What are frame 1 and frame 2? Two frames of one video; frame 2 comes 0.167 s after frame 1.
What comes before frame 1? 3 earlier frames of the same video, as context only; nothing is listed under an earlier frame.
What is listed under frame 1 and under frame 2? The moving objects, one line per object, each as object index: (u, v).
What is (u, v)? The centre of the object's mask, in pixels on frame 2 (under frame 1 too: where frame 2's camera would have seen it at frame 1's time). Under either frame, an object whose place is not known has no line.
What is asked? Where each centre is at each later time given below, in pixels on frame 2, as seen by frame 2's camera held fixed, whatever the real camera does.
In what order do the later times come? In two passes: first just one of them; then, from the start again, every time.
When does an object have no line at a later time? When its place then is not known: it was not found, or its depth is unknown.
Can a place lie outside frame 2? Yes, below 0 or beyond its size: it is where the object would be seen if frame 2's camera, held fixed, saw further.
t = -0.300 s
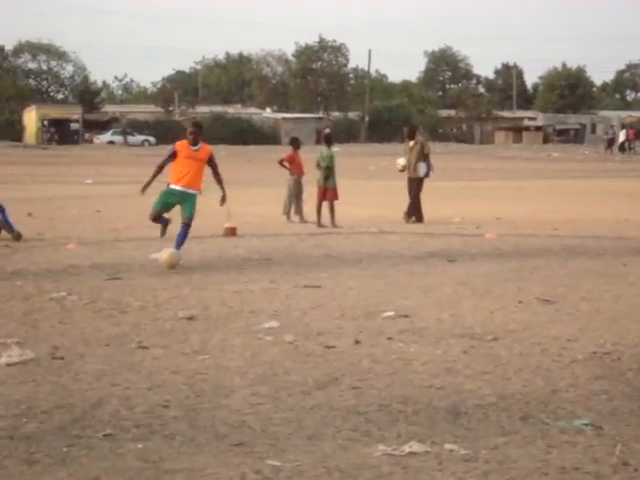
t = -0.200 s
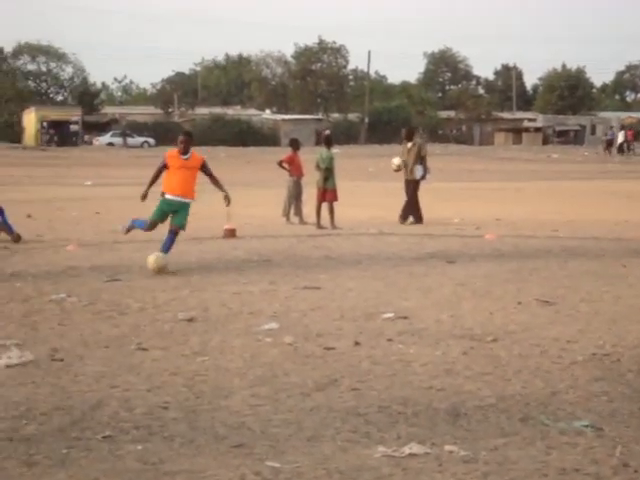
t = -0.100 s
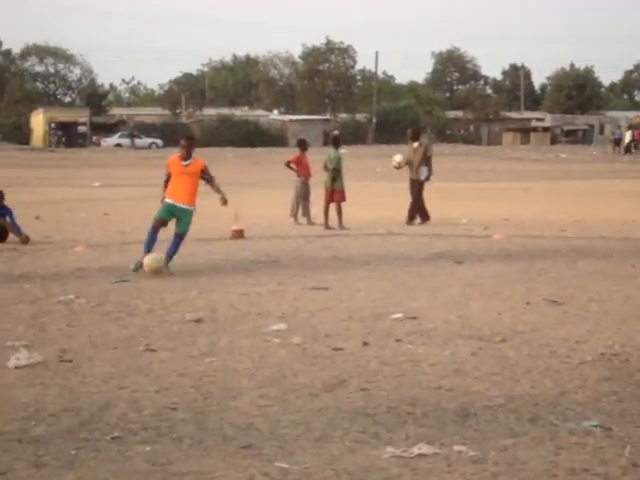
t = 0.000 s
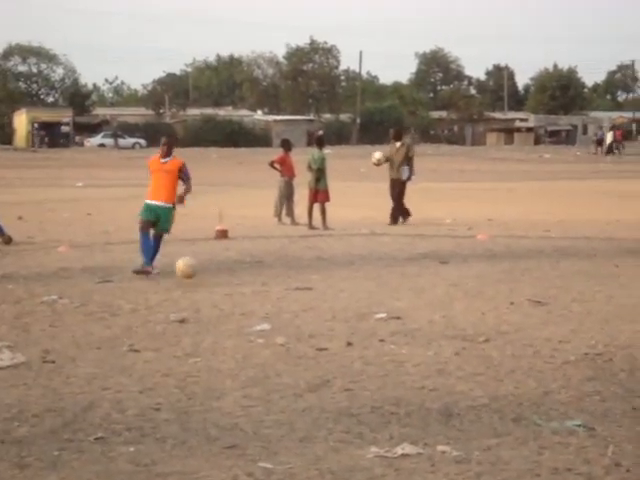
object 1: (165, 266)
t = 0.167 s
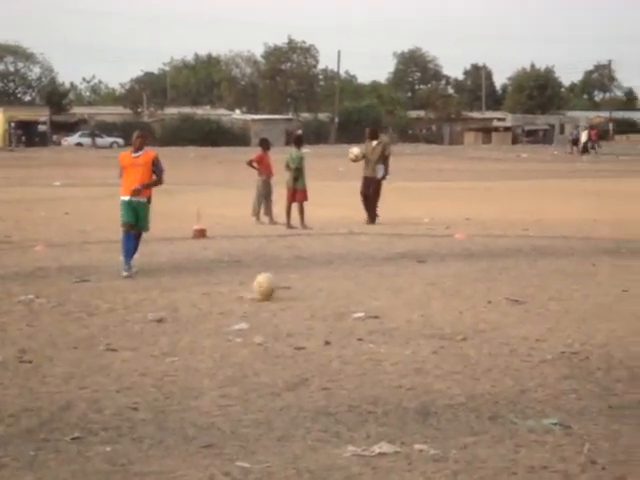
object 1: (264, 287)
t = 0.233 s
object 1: (297, 283)
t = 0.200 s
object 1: (280, 284)
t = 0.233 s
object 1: (297, 283)
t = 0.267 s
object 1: (313, 284)
